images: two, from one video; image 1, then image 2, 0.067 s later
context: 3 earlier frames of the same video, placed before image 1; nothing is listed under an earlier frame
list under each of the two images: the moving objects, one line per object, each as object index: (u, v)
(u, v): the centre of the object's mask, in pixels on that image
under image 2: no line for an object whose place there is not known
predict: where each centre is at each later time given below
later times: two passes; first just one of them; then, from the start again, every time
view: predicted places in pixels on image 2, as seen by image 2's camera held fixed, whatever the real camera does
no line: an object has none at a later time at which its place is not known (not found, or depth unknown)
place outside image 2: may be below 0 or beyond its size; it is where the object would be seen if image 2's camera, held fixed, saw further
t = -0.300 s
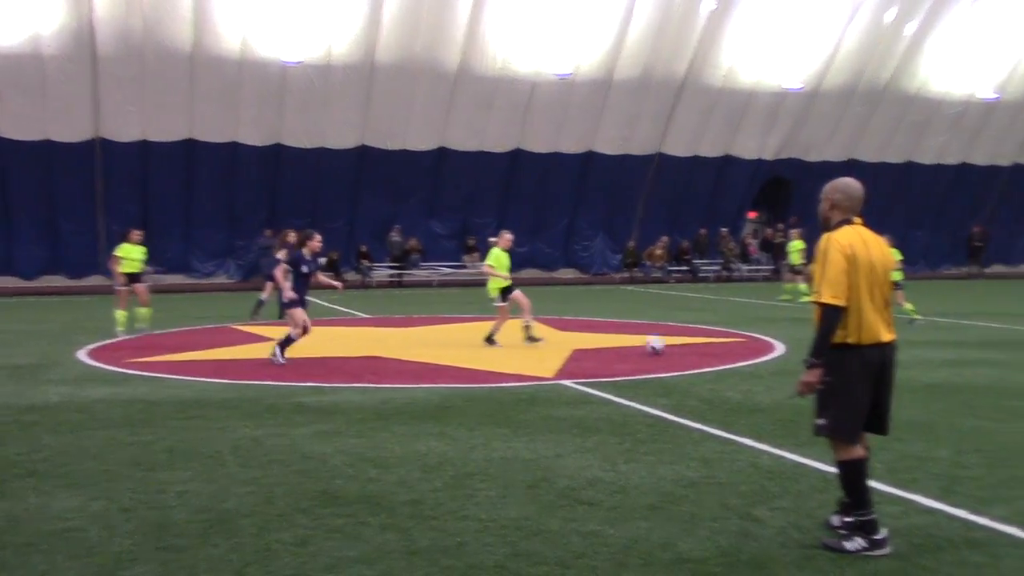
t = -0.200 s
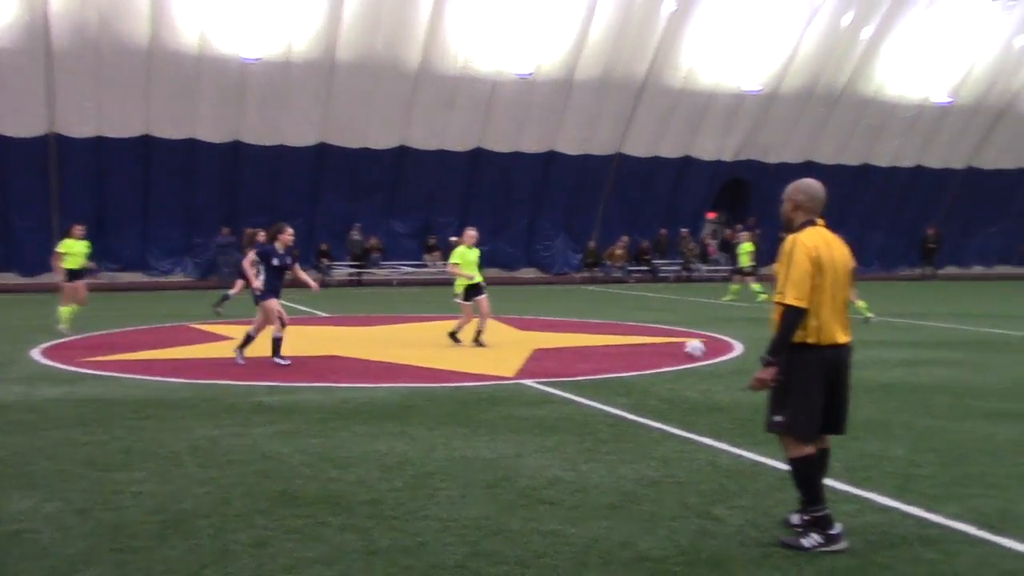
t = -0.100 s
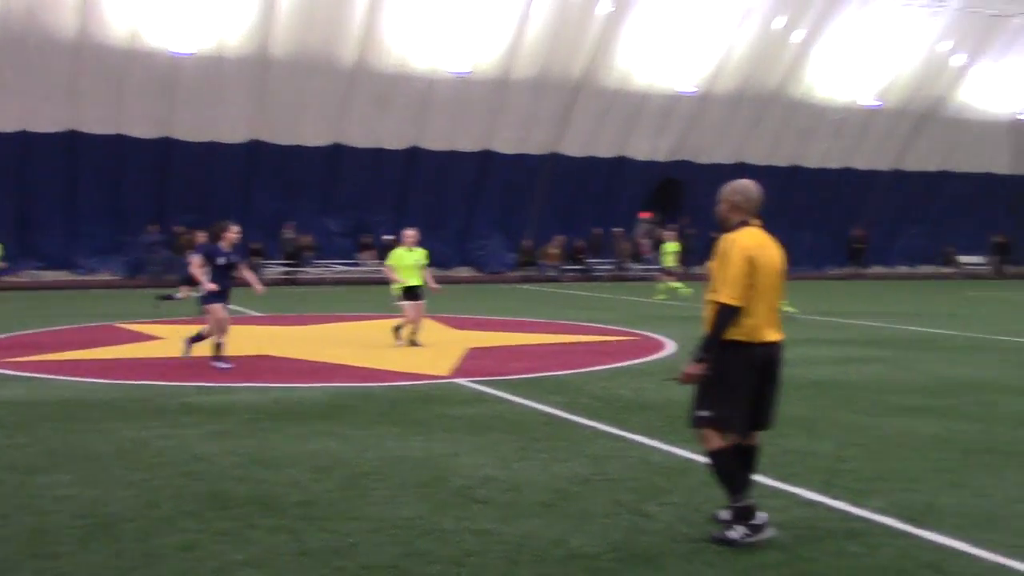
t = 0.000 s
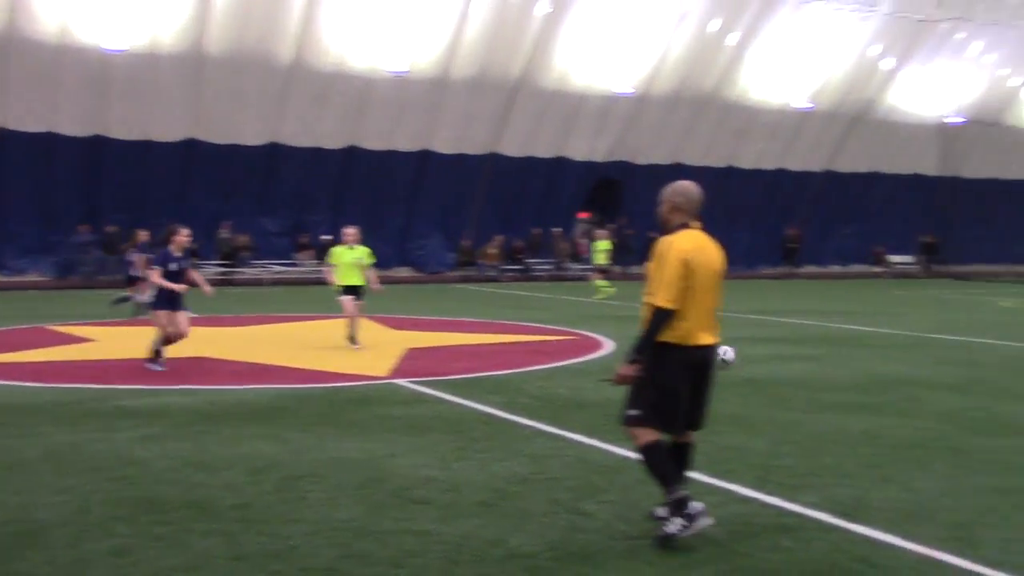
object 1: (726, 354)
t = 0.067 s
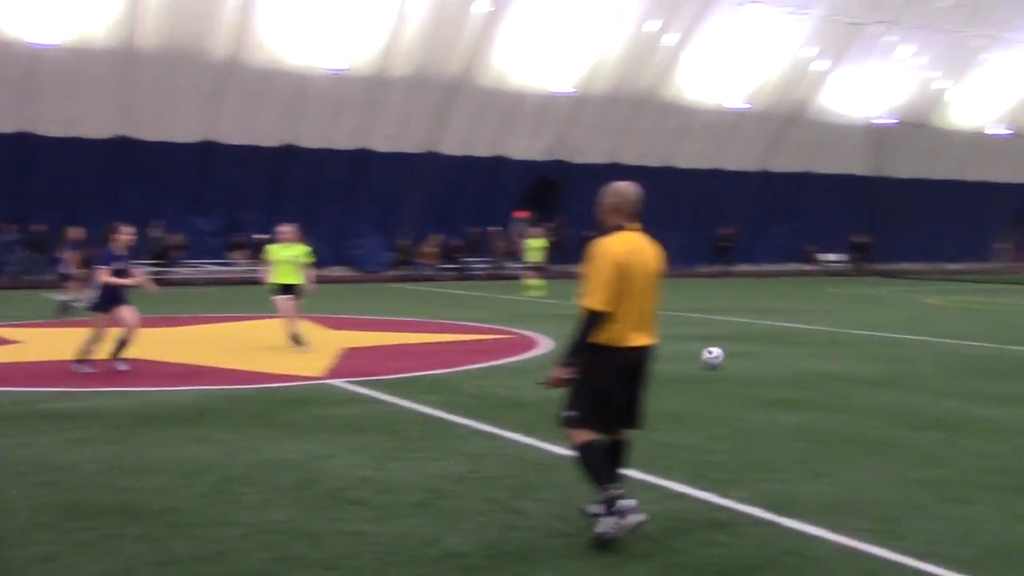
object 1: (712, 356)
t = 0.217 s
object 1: (831, 362)
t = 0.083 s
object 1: (728, 358)
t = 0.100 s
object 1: (741, 360)
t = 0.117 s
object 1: (755, 362)
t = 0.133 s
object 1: (768, 362)
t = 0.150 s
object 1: (780, 361)
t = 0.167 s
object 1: (793, 360)
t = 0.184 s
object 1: (805, 360)
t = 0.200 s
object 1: (818, 360)
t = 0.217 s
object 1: (831, 362)
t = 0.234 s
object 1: (844, 362)
